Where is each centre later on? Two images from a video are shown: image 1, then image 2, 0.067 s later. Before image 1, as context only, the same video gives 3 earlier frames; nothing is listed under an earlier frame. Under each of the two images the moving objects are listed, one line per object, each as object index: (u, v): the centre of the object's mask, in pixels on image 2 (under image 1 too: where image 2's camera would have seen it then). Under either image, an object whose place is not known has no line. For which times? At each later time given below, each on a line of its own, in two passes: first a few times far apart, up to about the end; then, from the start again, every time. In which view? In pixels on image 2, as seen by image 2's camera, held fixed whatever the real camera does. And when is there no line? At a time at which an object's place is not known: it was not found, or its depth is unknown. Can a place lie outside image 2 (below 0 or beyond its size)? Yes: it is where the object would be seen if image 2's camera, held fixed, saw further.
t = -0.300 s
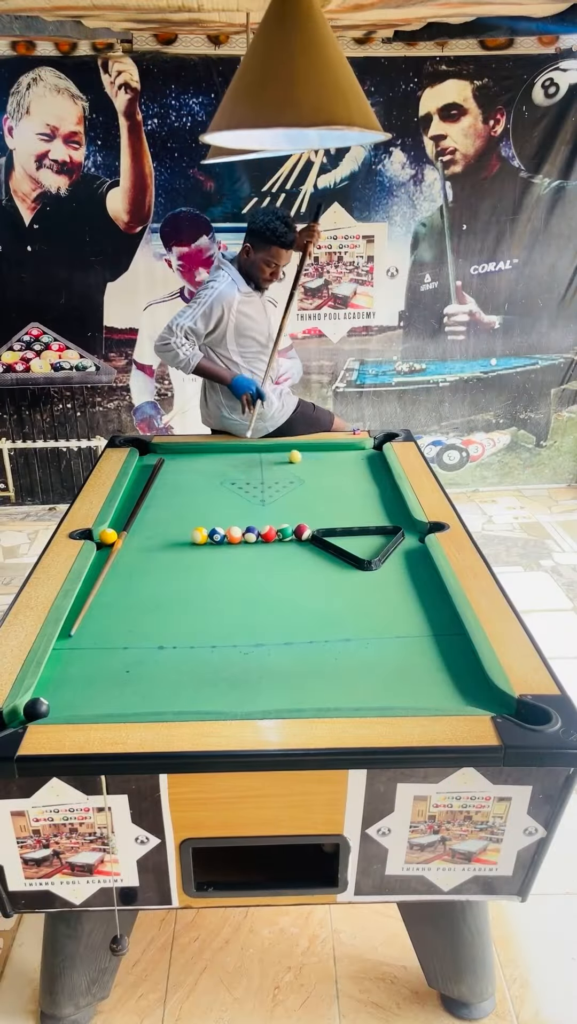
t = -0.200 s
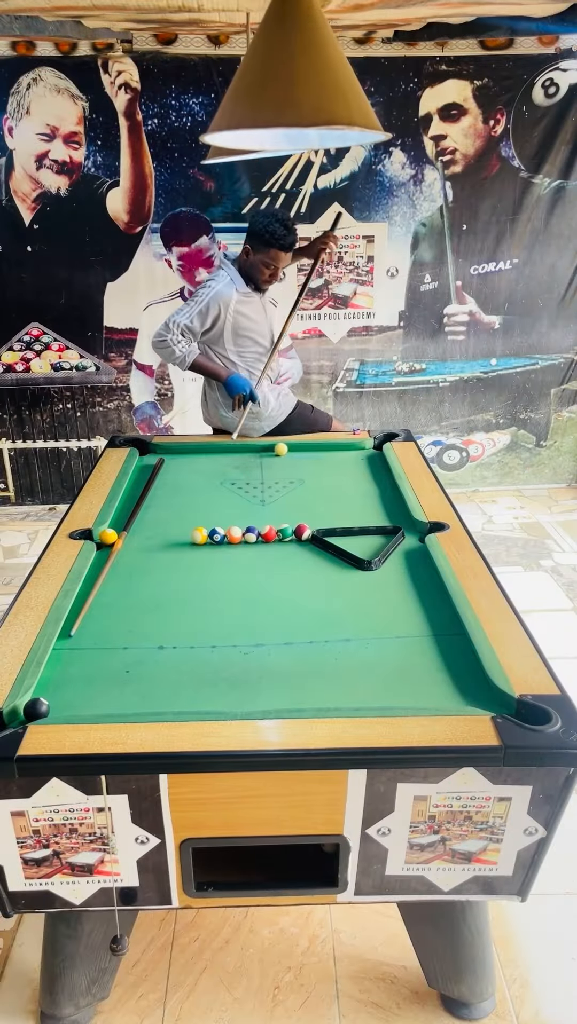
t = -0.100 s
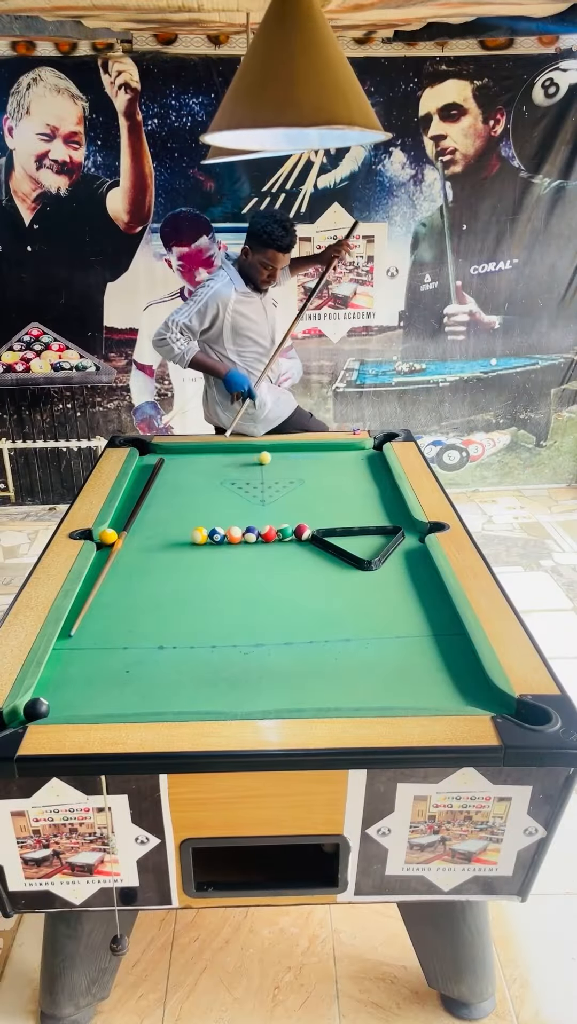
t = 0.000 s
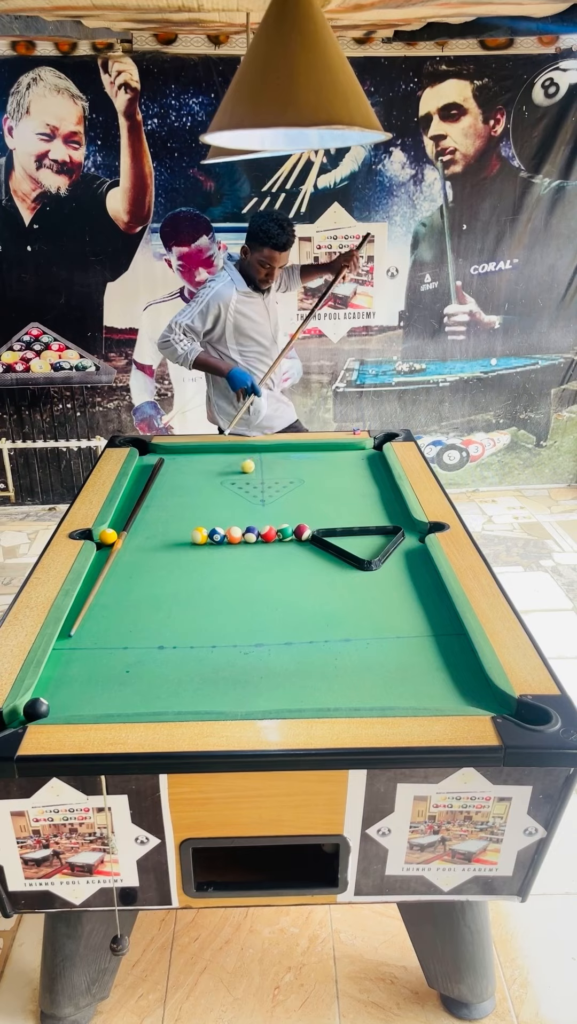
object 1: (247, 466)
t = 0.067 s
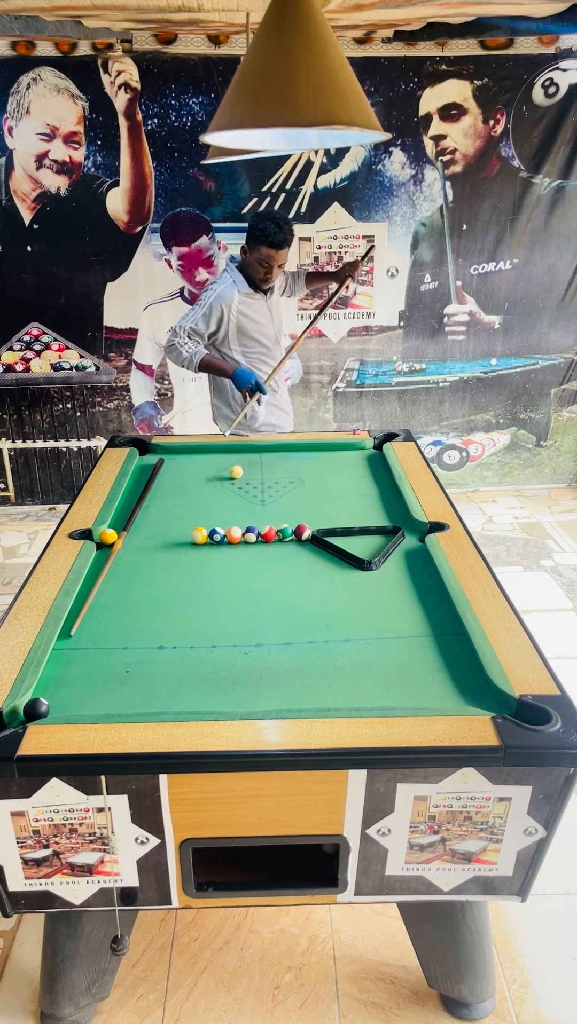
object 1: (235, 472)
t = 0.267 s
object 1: (198, 490)
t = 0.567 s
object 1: (137, 521)
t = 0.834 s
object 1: (120, 555)
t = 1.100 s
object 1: (100, 594)
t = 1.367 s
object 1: (77, 639)
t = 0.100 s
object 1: (229, 475)
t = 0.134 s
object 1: (223, 478)
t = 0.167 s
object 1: (217, 481)
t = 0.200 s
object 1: (211, 484)
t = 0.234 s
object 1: (204, 487)
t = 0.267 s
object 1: (198, 490)
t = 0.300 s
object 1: (191, 494)
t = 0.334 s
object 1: (184, 497)
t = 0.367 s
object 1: (178, 500)
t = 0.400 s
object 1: (170, 504)
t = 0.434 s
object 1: (163, 508)
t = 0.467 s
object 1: (156, 511)
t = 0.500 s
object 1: (149, 515)
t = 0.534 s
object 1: (141, 519)
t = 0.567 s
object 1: (137, 521)
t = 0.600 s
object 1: (134, 526)
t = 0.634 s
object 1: (133, 530)
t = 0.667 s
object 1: (131, 534)
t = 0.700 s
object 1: (128, 538)
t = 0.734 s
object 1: (126, 542)
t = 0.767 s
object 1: (124, 547)
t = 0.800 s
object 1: (122, 551)
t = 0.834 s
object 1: (120, 555)
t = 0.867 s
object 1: (118, 559)
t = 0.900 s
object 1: (115, 564)
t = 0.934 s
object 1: (113, 569)
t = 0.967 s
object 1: (110, 574)
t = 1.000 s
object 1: (108, 578)
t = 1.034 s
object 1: (106, 583)
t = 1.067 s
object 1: (103, 588)
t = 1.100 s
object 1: (100, 594)
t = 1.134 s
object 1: (97, 599)
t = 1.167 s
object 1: (95, 604)
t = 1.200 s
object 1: (92, 610)
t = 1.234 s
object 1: (89, 615)
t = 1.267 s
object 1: (86, 621)
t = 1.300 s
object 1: (83, 627)
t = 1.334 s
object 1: (80, 633)
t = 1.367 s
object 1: (77, 639)
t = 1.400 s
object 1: (74, 645)
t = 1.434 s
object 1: (71, 651)
